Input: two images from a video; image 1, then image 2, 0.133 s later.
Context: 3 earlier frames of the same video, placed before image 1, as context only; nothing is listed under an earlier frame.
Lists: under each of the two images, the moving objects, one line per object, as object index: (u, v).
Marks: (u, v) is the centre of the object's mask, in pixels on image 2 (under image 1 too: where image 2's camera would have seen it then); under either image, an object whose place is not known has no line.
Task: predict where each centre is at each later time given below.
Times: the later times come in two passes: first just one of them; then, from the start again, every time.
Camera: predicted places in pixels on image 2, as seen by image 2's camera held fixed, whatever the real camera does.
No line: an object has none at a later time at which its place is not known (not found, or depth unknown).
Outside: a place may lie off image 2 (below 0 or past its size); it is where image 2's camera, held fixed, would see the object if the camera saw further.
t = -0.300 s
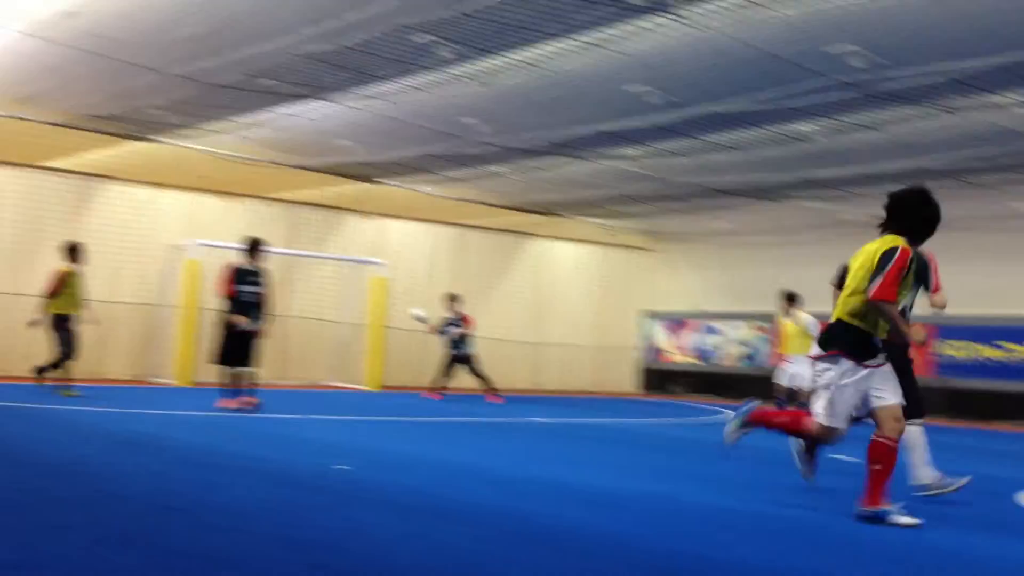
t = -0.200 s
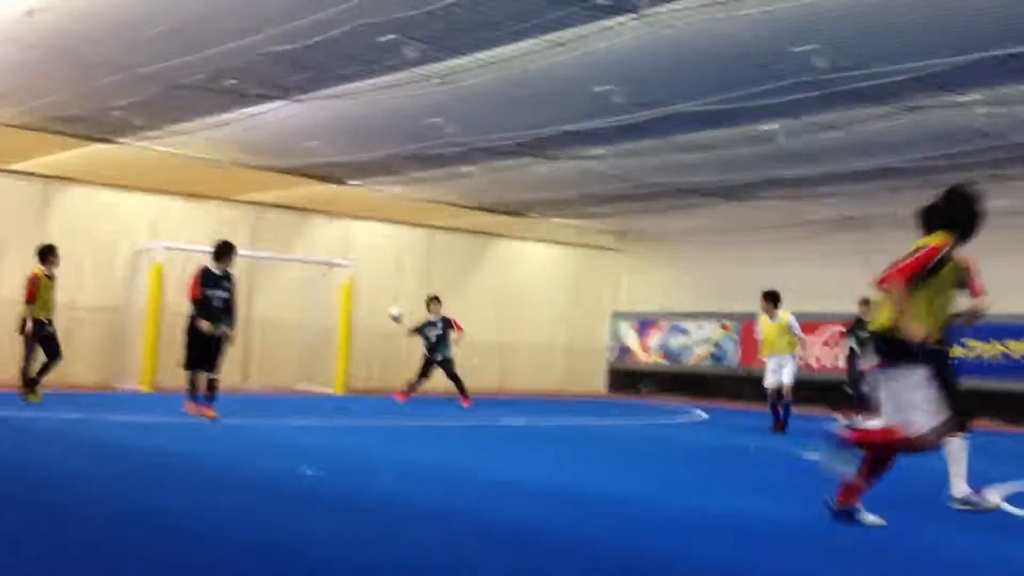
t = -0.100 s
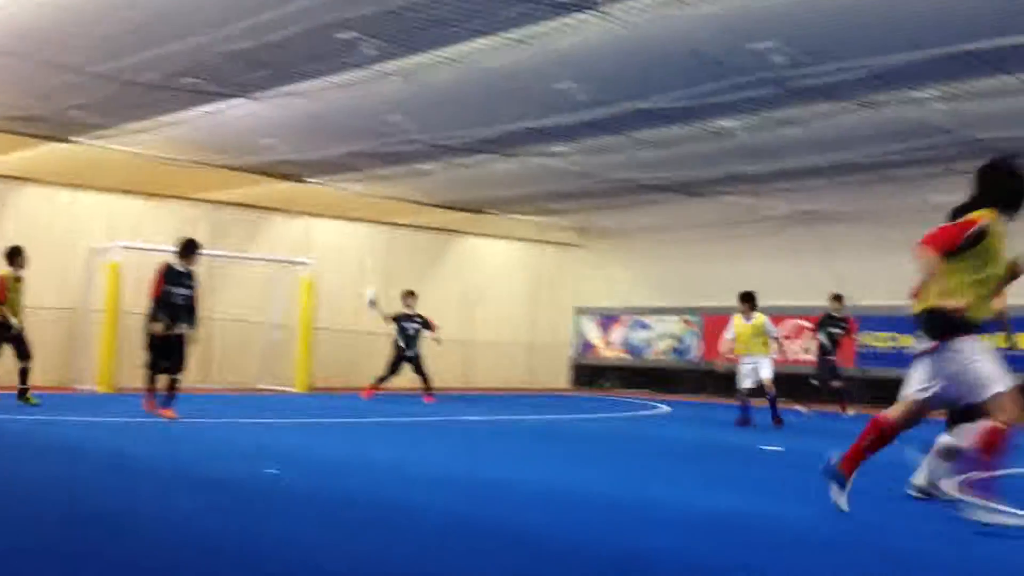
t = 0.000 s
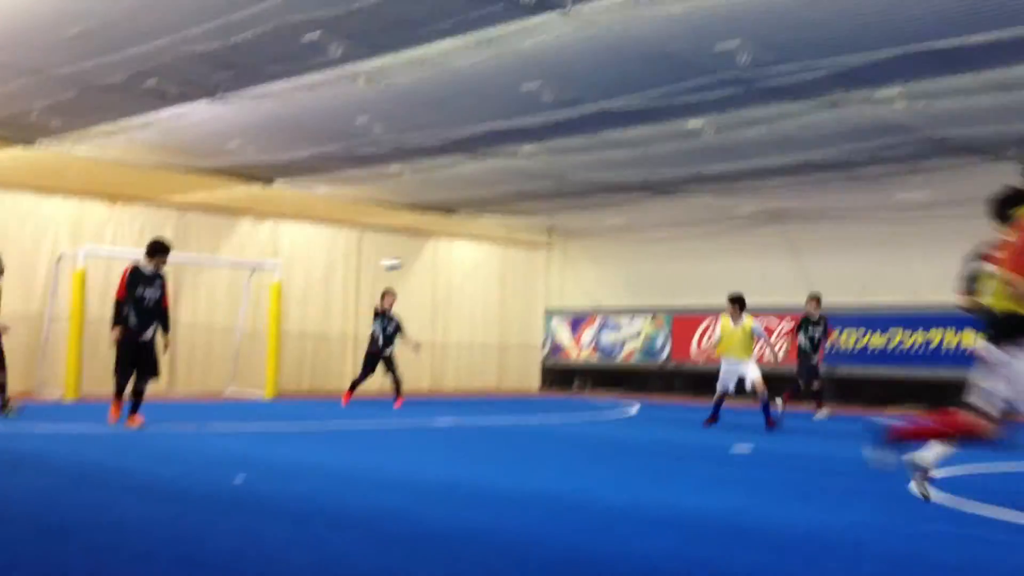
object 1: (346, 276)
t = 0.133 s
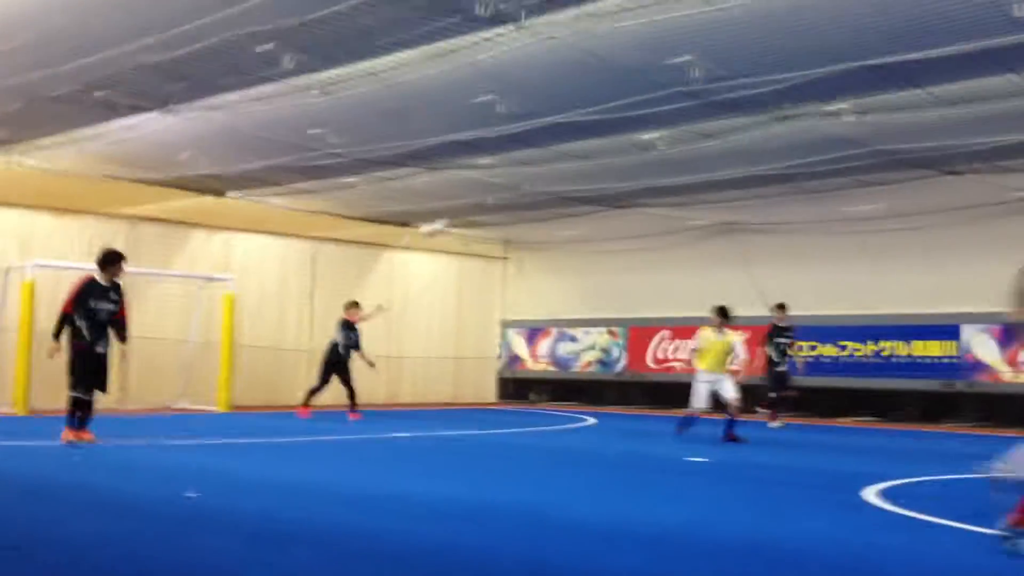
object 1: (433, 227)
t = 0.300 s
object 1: (560, 177)
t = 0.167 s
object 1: (457, 215)
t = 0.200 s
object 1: (482, 206)
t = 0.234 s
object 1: (506, 197)
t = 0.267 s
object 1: (533, 187)
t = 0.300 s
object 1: (560, 177)
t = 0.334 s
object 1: (588, 167)
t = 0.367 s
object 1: (617, 161)
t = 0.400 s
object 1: (649, 154)
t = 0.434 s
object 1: (678, 147)
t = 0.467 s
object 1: (710, 142)
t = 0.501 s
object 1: (747, 136)
